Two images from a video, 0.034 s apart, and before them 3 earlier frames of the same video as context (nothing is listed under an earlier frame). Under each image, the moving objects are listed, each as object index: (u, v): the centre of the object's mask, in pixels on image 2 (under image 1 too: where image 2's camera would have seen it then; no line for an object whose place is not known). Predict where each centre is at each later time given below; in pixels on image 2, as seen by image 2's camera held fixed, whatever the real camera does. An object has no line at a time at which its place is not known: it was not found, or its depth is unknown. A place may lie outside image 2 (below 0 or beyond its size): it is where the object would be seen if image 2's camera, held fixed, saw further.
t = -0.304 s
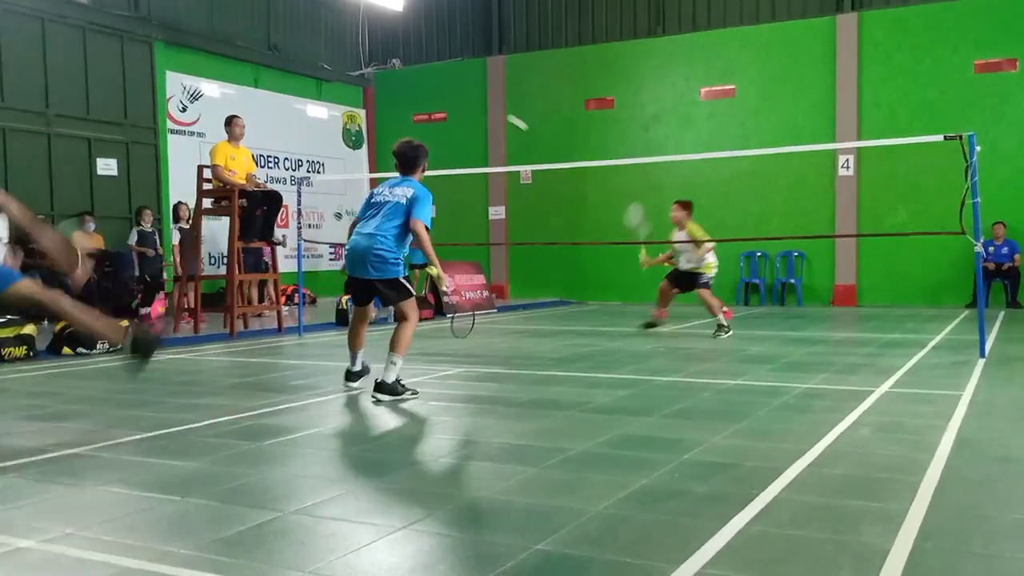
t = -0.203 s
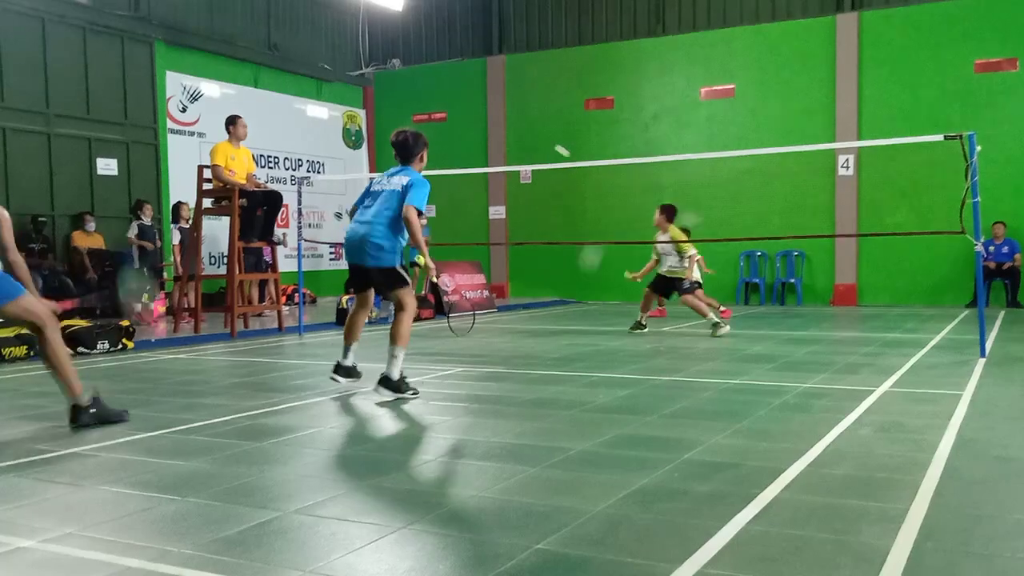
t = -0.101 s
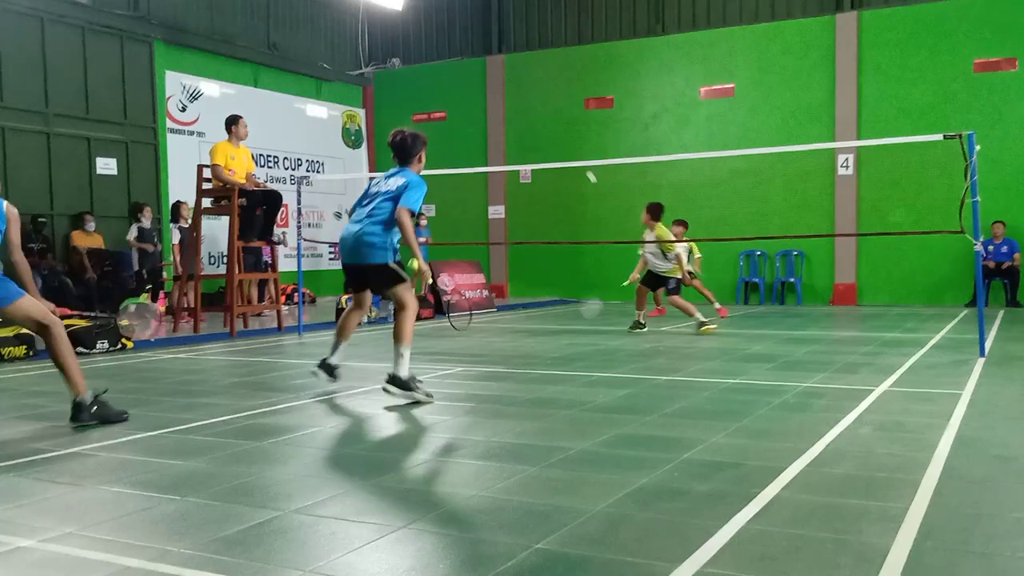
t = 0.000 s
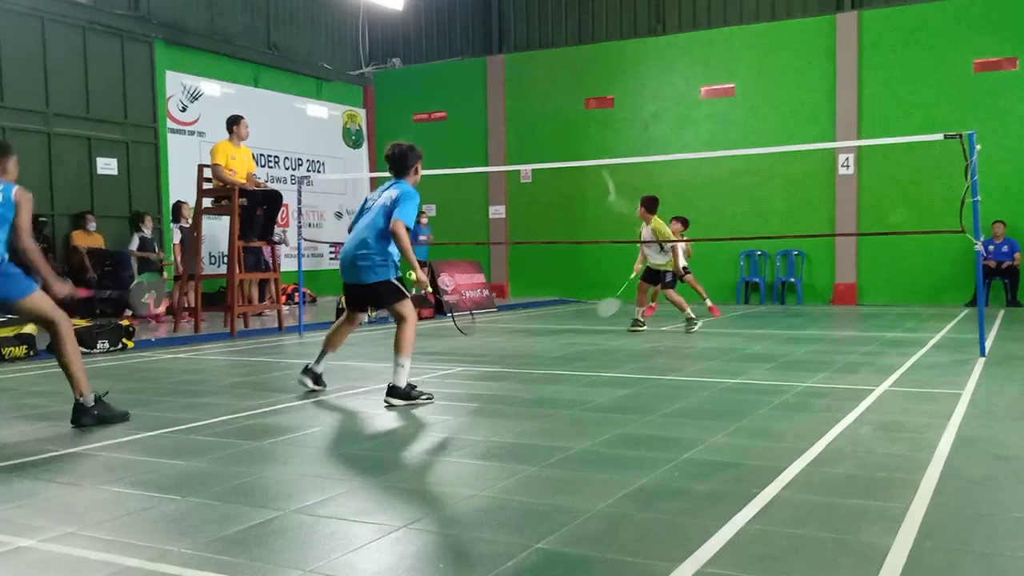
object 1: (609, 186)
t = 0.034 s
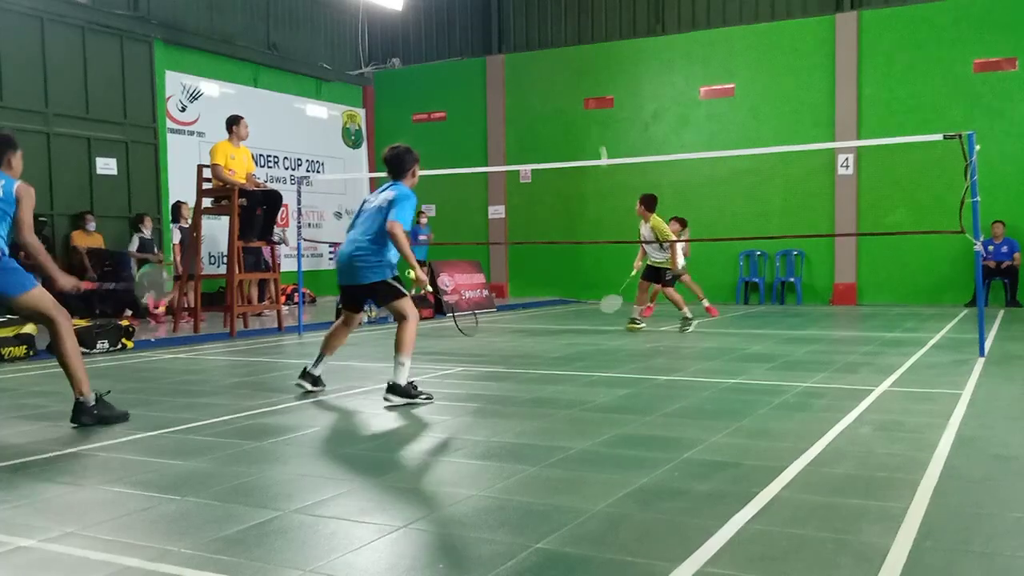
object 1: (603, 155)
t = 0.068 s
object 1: (600, 134)
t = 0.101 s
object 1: (596, 111)
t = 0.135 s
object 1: (593, 91)
